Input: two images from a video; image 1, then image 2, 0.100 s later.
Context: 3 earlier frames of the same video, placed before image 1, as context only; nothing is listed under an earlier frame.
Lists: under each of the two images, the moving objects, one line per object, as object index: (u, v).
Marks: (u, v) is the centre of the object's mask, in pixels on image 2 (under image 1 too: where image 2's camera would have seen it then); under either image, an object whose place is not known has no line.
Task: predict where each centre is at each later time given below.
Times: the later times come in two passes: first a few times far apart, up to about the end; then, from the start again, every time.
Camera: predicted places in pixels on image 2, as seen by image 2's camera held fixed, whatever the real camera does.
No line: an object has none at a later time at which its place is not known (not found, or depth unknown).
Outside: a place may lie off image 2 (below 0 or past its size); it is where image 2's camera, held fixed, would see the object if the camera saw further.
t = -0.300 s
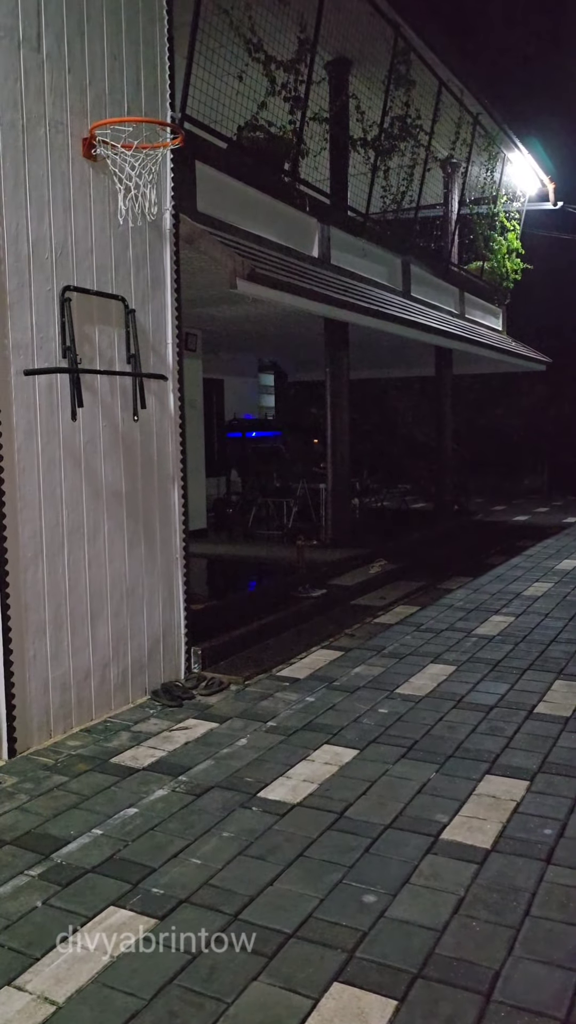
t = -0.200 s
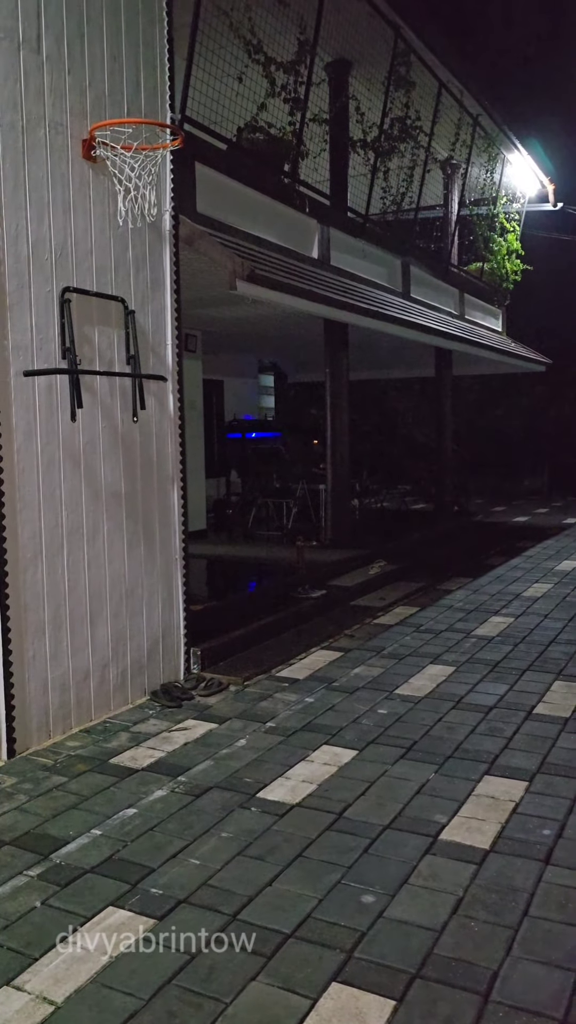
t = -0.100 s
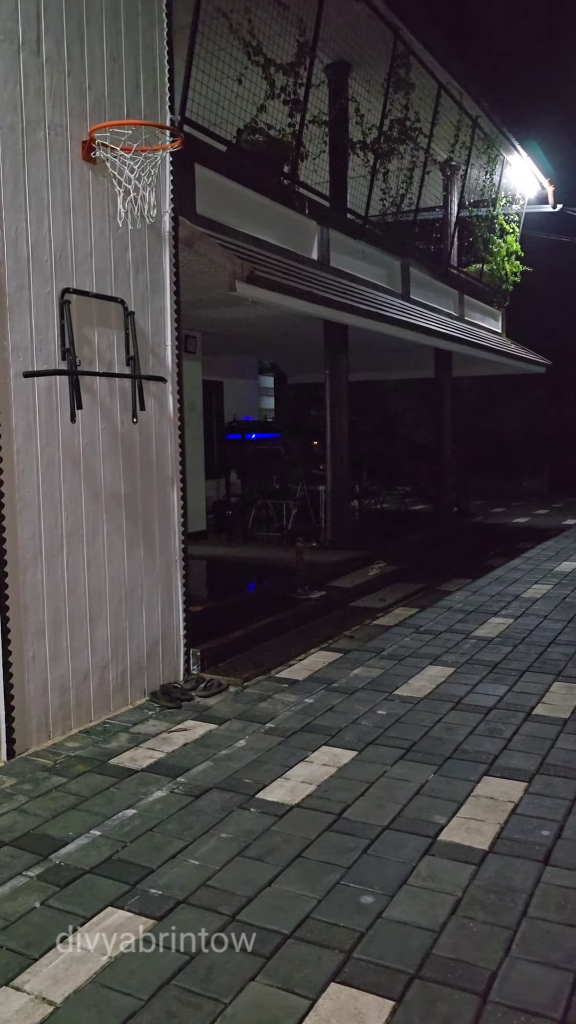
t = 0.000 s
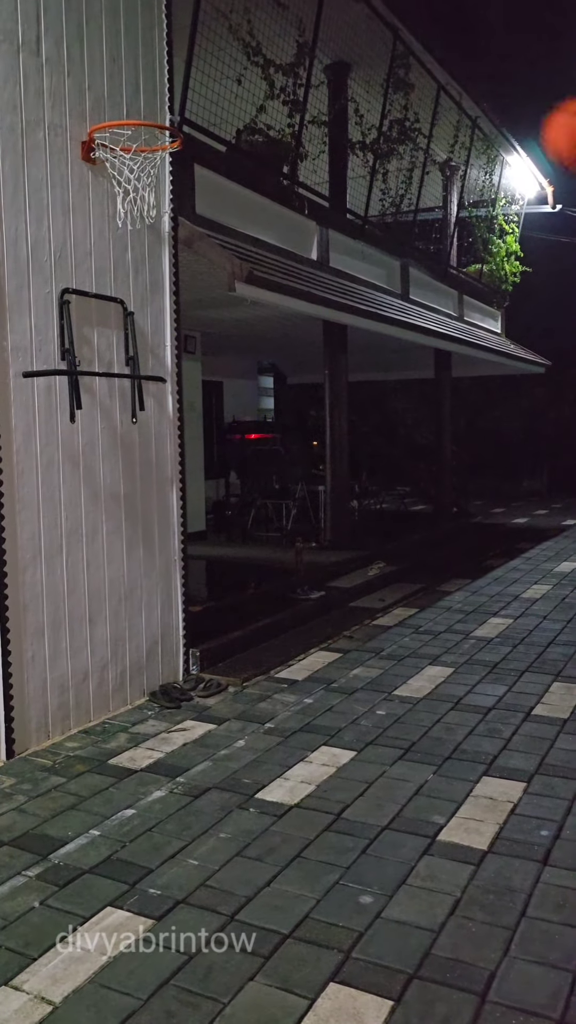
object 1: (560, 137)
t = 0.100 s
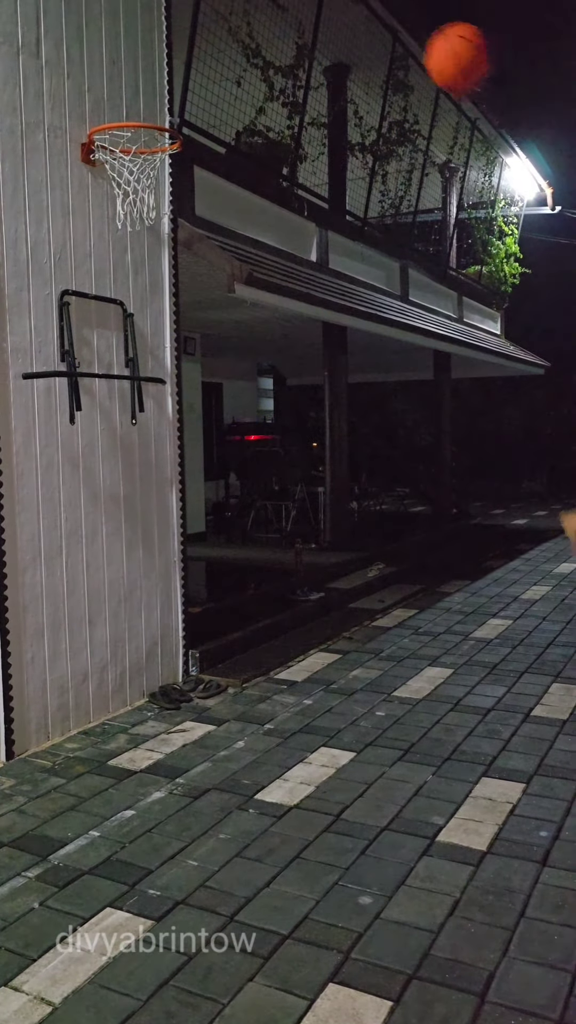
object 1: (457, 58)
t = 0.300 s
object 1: (263, 13)
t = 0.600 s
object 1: (99, 74)
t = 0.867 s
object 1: (252, 168)
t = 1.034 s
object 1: (356, 304)
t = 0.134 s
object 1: (421, 40)
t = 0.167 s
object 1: (386, 28)
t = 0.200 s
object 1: (350, 21)
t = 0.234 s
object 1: (318, 17)
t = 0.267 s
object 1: (293, 15)
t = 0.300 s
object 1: (263, 13)
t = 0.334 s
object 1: (238, 13)
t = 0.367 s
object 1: (208, 14)
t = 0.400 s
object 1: (182, 17)
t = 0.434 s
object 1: (161, 21)
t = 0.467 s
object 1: (138, 28)
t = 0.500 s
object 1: (115, 41)
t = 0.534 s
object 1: (95, 55)
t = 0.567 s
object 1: (80, 69)
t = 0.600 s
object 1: (99, 74)
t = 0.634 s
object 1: (118, 82)
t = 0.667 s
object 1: (138, 92)
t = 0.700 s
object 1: (158, 101)
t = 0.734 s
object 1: (175, 110)
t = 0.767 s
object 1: (194, 121)
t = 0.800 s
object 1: (213, 135)
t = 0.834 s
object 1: (232, 151)
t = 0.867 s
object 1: (252, 168)
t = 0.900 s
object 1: (272, 191)
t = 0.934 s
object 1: (292, 214)
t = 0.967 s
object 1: (313, 240)
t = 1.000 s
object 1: (335, 270)
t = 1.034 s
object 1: (356, 304)
